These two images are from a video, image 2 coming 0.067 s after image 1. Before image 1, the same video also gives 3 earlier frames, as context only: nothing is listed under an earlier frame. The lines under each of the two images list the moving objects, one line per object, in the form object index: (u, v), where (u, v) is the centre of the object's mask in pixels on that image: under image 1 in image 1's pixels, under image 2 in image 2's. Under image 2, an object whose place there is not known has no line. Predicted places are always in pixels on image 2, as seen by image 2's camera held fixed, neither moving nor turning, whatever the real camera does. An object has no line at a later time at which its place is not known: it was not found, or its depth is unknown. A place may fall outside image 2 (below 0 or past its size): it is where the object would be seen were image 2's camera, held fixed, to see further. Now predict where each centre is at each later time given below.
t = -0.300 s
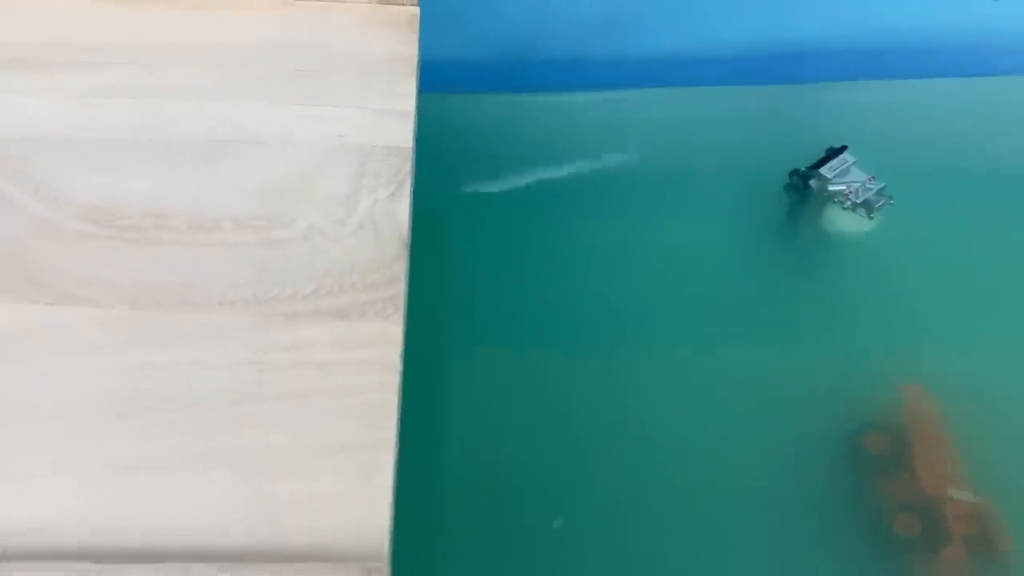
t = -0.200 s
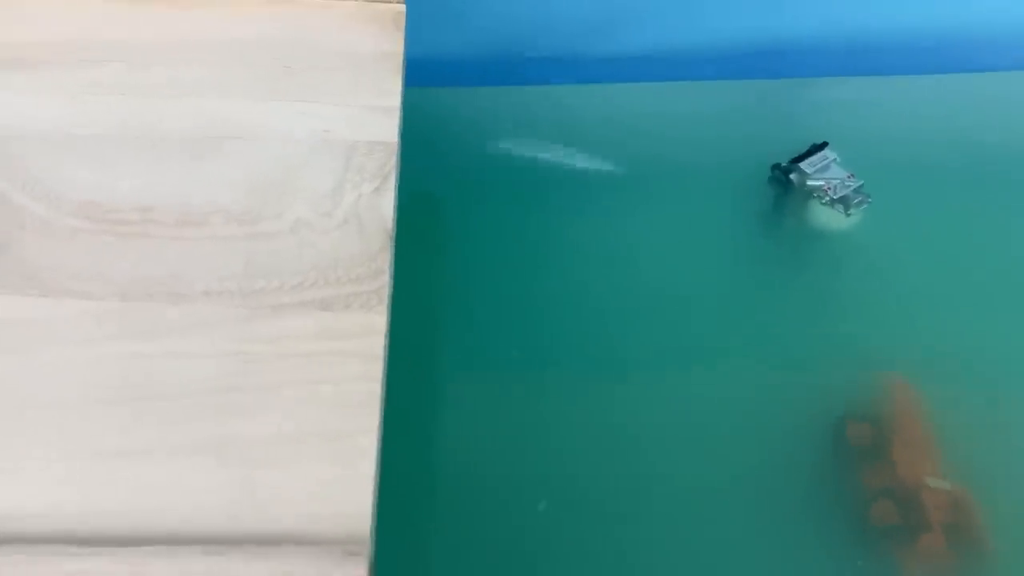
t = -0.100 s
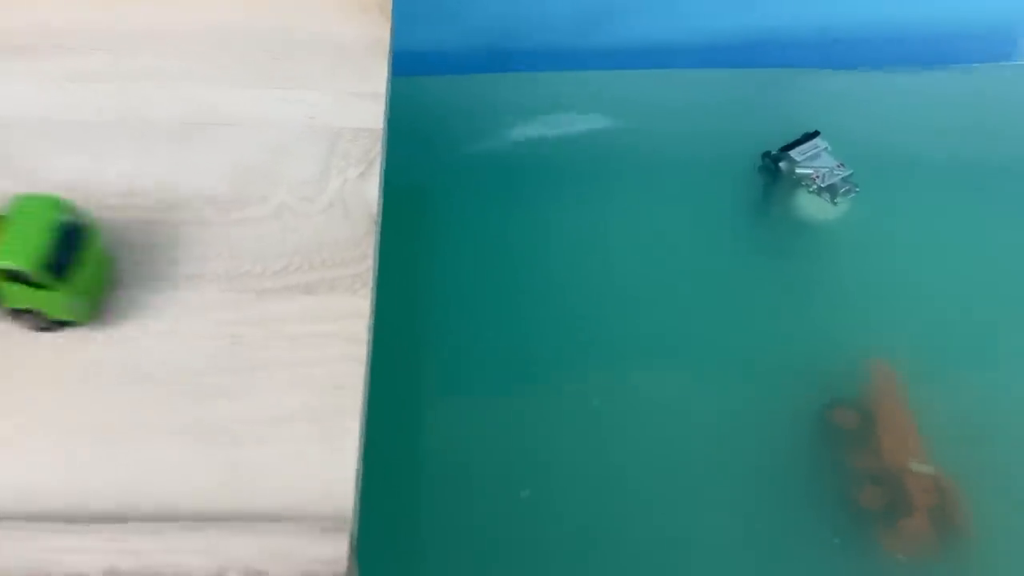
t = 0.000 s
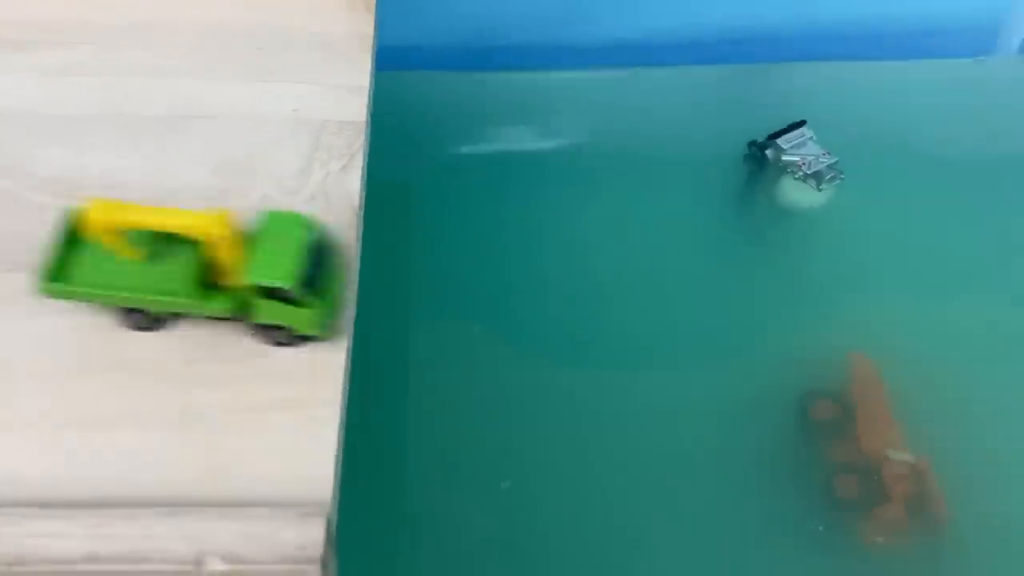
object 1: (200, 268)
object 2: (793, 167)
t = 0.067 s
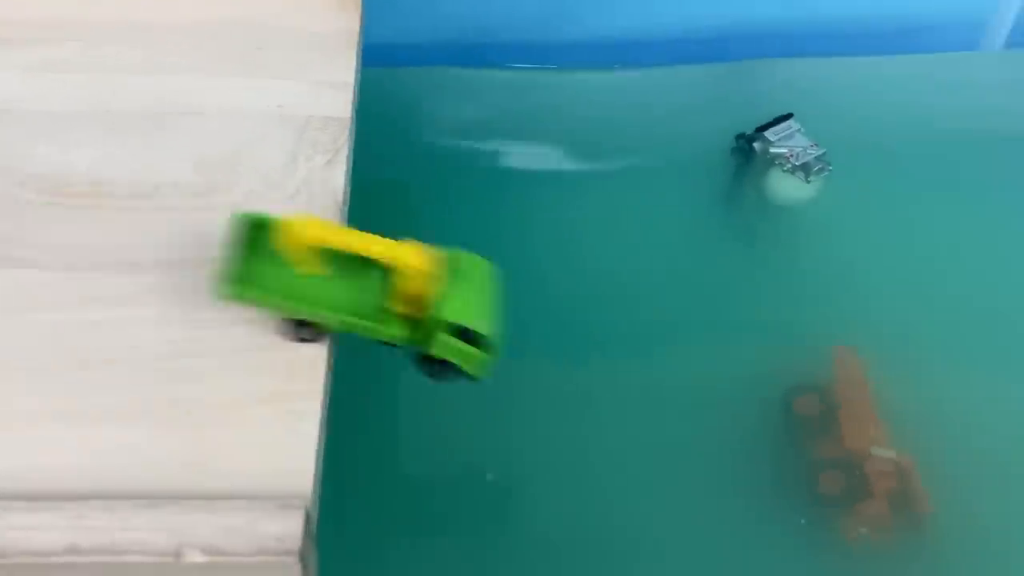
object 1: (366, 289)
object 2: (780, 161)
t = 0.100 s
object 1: (468, 321)
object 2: (780, 161)
